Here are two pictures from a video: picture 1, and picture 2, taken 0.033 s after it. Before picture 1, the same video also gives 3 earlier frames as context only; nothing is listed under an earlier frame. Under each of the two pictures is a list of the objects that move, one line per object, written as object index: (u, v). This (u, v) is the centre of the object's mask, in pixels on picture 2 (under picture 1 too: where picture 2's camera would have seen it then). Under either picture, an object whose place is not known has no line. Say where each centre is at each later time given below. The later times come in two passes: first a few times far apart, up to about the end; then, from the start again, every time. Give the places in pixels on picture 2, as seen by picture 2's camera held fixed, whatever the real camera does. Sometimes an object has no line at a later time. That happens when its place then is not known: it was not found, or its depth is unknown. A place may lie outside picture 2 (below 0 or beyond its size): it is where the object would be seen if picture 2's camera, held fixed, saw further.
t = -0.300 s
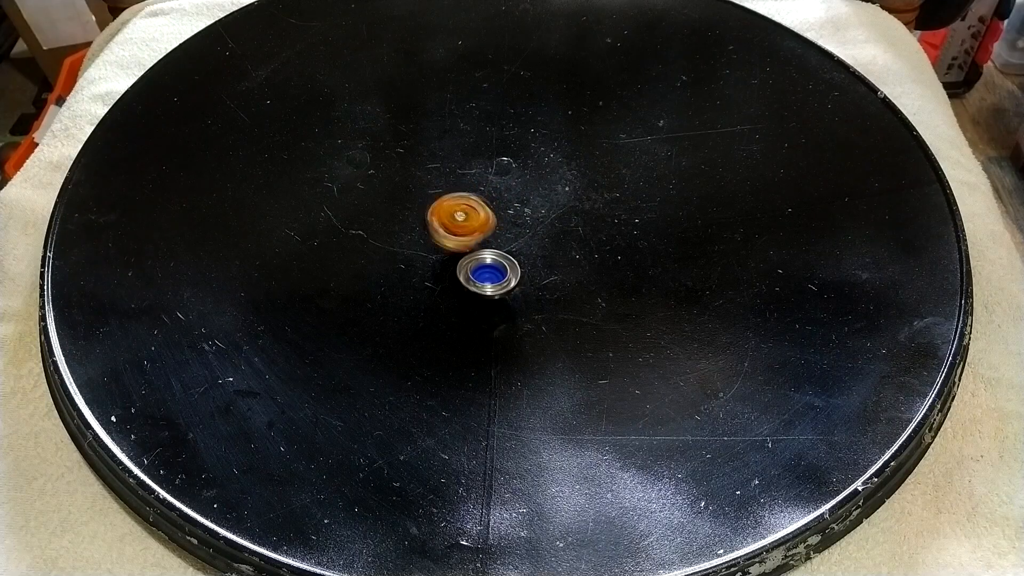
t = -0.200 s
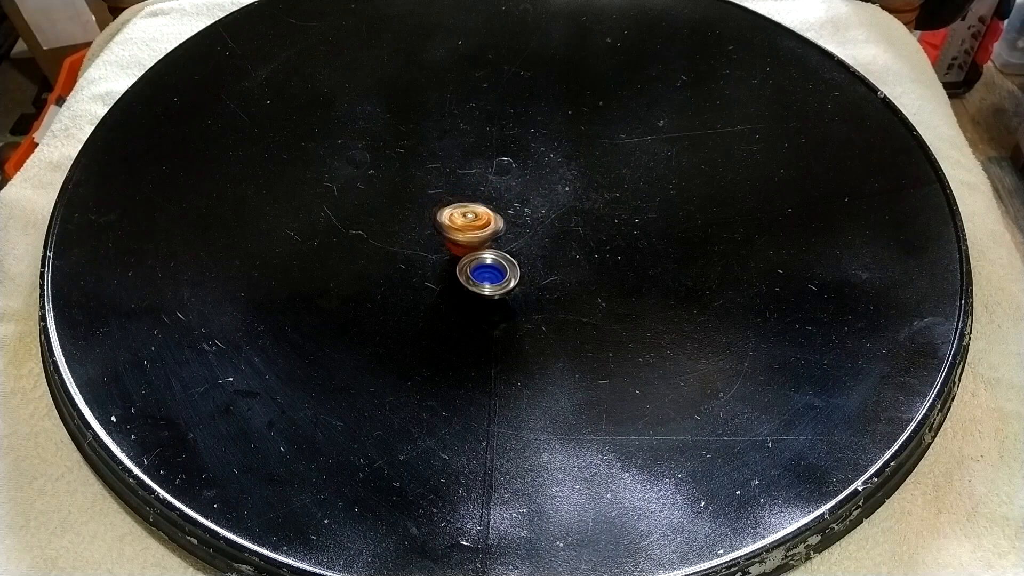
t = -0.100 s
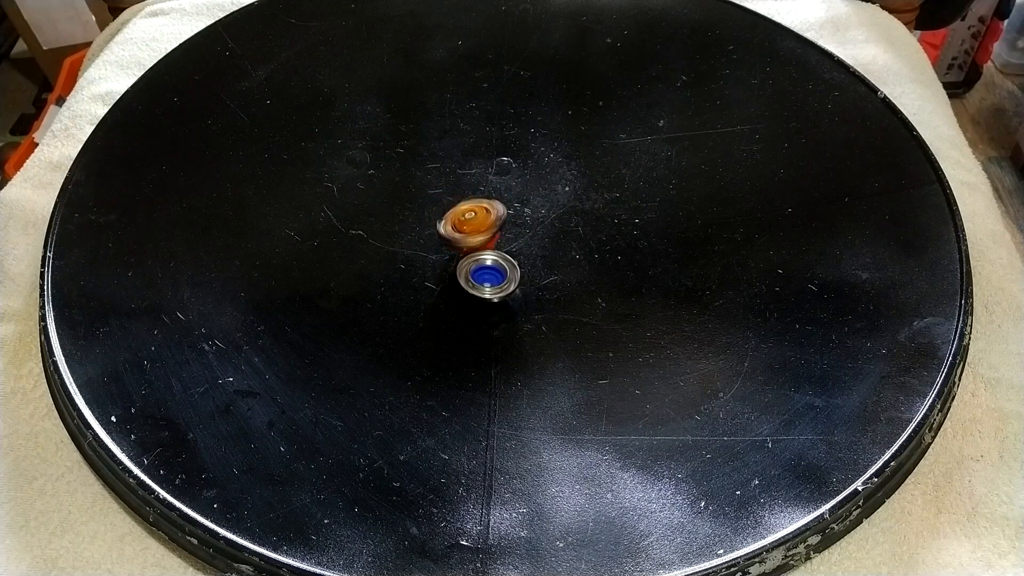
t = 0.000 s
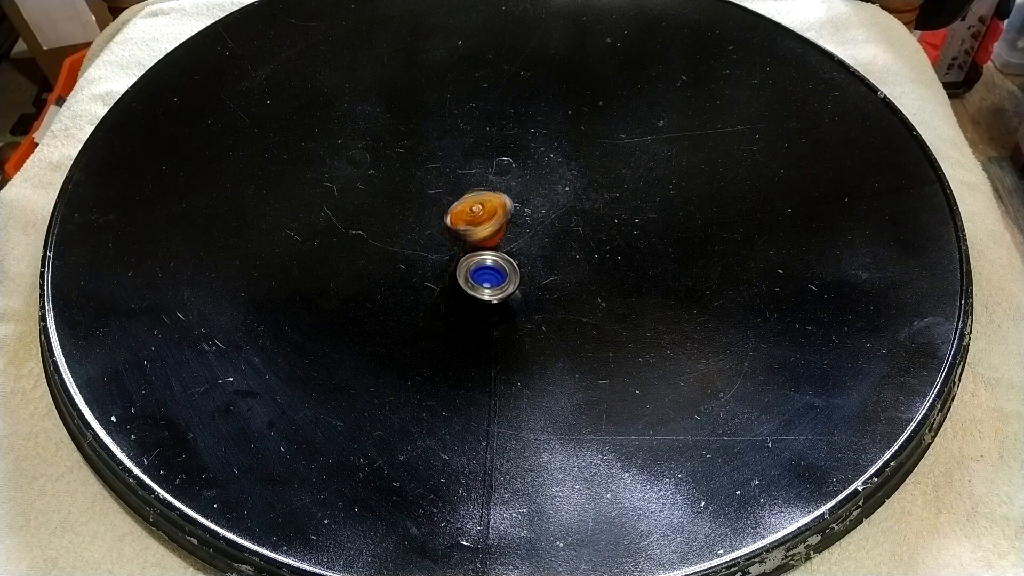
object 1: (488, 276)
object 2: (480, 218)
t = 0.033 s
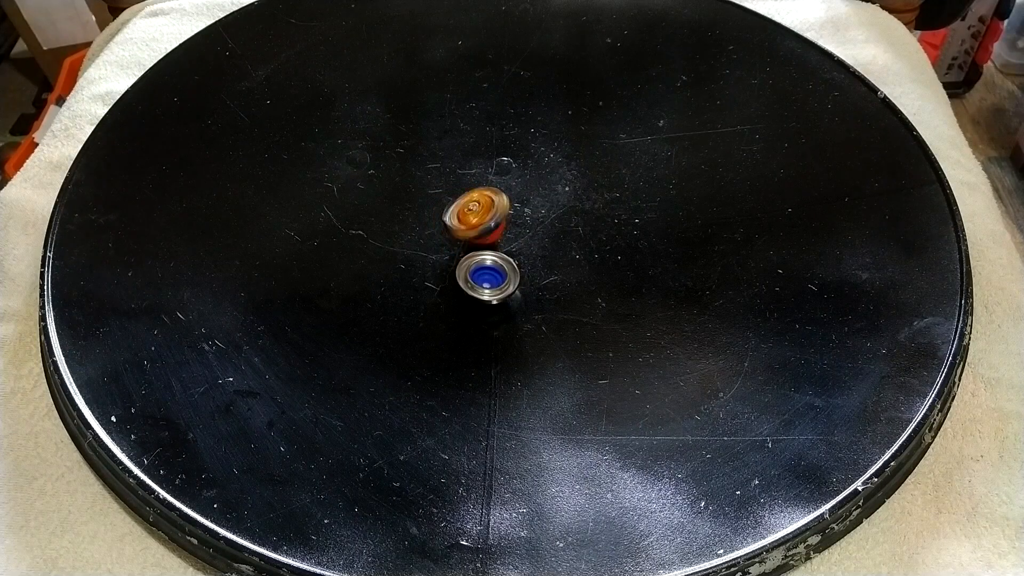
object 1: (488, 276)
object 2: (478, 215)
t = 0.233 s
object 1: (489, 272)
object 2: (470, 209)
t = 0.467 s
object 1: (493, 271)
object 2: (466, 222)
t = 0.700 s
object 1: (497, 276)
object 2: (461, 217)
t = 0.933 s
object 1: (498, 274)
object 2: (460, 221)
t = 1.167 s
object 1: (500, 273)
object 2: (475, 224)
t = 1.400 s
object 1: (500, 275)
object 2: (482, 212)
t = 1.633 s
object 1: (498, 275)
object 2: (480, 215)
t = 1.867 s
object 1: (496, 274)
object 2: (492, 222)
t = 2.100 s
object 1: (492, 273)
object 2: (500, 216)
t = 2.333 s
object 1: (489, 272)
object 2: (502, 220)
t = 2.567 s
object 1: (487, 270)
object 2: (512, 222)
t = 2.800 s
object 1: (487, 267)
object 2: (516, 219)
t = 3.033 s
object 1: (489, 267)
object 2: (504, 205)
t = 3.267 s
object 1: (491, 270)
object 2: (496, 212)
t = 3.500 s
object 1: (491, 272)
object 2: (495, 212)
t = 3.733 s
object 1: (493, 274)
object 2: (498, 214)
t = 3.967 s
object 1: (492, 278)
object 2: (487, 210)
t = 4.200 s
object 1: (489, 273)
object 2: (471, 211)
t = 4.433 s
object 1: (489, 275)
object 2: (475, 229)
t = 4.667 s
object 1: (487, 277)
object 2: (490, 222)
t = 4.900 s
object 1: (490, 276)
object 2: (477, 214)
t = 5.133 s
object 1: (492, 273)
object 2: (475, 212)
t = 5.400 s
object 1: (495, 269)
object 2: (478, 210)
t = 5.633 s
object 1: (494, 267)
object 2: (472, 214)
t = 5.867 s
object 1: (493, 265)
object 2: (468, 216)
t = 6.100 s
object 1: (493, 265)
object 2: (474, 213)
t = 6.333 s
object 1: (491, 266)
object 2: (469, 216)
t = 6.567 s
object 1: (488, 266)
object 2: (471, 214)
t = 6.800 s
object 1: (485, 262)
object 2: (470, 213)
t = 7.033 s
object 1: (486, 256)
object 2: (469, 212)
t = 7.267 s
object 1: (488, 257)
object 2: (471, 210)
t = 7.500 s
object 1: (492, 256)
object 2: (468, 212)
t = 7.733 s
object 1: (494, 255)
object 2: (470, 211)
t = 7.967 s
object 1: (492, 256)
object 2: (468, 213)
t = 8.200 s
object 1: (491, 257)
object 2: (470, 212)
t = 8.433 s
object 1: (489, 256)
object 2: (468, 211)
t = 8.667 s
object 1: (489, 254)
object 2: (468, 210)
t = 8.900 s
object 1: (488, 253)
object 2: (469, 209)
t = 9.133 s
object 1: (487, 254)
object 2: (467, 211)
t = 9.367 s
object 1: (488, 254)
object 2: (469, 210)
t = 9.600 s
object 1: (489, 254)
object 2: (469, 210)
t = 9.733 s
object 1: (487, 255)
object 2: (469, 210)
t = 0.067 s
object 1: (488, 276)
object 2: (476, 212)
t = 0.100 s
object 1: (488, 276)
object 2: (473, 211)
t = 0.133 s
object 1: (488, 275)
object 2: (472, 210)
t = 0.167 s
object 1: (488, 275)
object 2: (472, 210)
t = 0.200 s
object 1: (488, 274)
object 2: (470, 210)
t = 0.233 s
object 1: (489, 272)
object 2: (470, 209)
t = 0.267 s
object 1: (489, 272)
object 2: (468, 210)
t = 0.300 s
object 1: (489, 271)
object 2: (464, 211)
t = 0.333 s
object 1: (490, 271)
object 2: (463, 214)
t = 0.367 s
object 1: (490, 270)
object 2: (463, 217)
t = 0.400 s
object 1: (491, 270)
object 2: (465, 219)
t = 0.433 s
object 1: (492, 269)
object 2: (468, 221)
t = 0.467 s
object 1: (493, 271)
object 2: (466, 222)
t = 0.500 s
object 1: (495, 272)
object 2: (466, 221)
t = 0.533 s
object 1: (495, 273)
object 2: (465, 222)
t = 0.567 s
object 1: (496, 274)
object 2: (466, 221)
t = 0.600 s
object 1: (496, 275)
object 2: (464, 219)
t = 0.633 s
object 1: (497, 276)
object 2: (463, 218)
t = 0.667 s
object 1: (497, 276)
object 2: (462, 217)
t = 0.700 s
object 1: (497, 276)
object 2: (461, 217)
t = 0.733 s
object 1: (497, 276)
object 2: (460, 217)
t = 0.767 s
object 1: (497, 276)
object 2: (459, 216)
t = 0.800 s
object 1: (497, 275)
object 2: (458, 217)
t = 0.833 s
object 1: (497, 275)
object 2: (458, 218)
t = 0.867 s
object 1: (497, 275)
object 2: (459, 219)
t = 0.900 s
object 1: (498, 274)
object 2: (460, 220)
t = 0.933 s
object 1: (498, 274)
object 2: (460, 221)
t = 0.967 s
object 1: (498, 273)
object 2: (461, 222)
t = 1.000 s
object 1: (499, 273)
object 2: (463, 224)
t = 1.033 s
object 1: (499, 273)
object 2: (465, 224)
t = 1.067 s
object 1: (499, 273)
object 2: (468, 225)
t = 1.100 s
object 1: (500, 273)
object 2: (470, 224)
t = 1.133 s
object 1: (500, 273)
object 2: (472, 224)
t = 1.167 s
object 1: (500, 273)
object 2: (475, 224)
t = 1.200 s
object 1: (500, 273)
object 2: (478, 222)
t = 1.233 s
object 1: (500, 274)
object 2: (478, 221)
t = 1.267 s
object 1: (500, 274)
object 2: (479, 218)
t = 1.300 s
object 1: (501, 274)
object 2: (480, 216)
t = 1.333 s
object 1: (501, 274)
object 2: (481, 215)
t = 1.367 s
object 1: (501, 274)
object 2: (482, 213)
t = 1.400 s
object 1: (500, 275)
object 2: (482, 212)
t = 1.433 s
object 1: (500, 275)
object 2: (481, 211)
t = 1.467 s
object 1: (500, 276)
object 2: (480, 211)
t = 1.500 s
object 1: (500, 276)
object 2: (480, 212)
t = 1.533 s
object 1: (499, 276)
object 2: (479, 212)
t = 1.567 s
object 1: (498, 275)
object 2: (479, 213)
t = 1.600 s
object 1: (498, 275)
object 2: (479, 214)
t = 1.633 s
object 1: (498, 275)
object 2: (480, 215)
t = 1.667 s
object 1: (498, 275)
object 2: (481, 217)
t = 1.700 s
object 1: (497, 275)
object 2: (483, 219)
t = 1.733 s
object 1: (497, 274)
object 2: (484, 221)
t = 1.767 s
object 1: (496, 274)
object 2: (486, 222)
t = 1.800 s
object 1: (496, 274)
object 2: (487, 223)
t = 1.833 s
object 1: (496, 274)
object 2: (490, 223)
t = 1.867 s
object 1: (496, 274)
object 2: (492, 222)
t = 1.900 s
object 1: (496, 273)
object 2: (494, 220)
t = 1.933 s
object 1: (495, 273)
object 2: (496, 220)
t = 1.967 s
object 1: (494, 273)
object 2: (498, 219)
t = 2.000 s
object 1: (494, 273)
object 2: (500, 218)
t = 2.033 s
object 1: (493, 273)
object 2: (501, 217)
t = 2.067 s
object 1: (493, 273)
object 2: (501, 216)
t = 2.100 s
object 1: (492, 273)
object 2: (500, 216)
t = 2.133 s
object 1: (492, 273)
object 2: (500, 216)
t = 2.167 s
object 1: (491, 273)
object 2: (500, 216)
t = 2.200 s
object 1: (491, 273)
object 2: (501, 216)
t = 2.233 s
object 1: (491, 273)
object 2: (501, 216)
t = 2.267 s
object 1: (490, 273)
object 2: (502, 216)
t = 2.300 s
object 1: (490, 272)
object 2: (502, 218)
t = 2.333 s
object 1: (489, 272)
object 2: (502, 220)
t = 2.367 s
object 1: (489, 272)
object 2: (503, 221)
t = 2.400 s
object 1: (489, 272)
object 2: (504, 221)
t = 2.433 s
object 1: (489, 271)
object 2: (504, 222)
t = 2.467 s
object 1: (489, 271)
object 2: (506, 222)
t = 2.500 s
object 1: (488, 270)
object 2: (508, 223)
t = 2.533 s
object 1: (488, 270)
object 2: (510, 222)
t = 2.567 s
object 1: (487, 270)
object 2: (512, 222)
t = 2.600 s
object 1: (488, 270)
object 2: (513, 222)
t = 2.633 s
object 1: (487, 270)
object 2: (513, 222)
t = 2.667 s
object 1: (488, 269)
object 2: (514, 221)
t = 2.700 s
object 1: (487, 268)
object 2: (516, 220)
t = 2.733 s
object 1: (487, 268)
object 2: (517, 220)
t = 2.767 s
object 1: (487, 267)
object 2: (516, 219)
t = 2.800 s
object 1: (487, 267)
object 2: (516, 219)
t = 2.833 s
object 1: (487, 267)
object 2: (516, 218)
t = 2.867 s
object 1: (488, 266)
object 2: (515, 216)
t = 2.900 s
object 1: (488, 267)
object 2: (514, 214)
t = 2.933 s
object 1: (488, 267)
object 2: (511, 211)
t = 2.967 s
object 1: (489, 267)
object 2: (507, 209)
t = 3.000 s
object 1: (489, 267)
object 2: (504, 207)
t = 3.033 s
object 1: (489, 267)
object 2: (504, 205)
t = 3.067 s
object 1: (489, 267)
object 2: (502, 206)
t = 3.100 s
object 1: (490, 267)
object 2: (501, 205)
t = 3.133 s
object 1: (490, 266)
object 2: (500, 207)
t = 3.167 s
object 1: (491, 266)
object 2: (498, 208)
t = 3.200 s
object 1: (490, 268)
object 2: (496, 209)
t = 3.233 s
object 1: (491, 269)
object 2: (495, 211)
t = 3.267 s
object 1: (491, 270)
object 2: (496, 212)
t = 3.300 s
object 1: (491, 270)
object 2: (496, 207)
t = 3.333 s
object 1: (491, 271)
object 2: (495, 207)
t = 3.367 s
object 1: (491, 271)
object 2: (495, 207)
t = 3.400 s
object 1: (491, 272)
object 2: (492, 209)
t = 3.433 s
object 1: (491, 272)
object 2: (493, 210)
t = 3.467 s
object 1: (491, 272)
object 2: (493, 211)
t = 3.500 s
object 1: (491, 272)
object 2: (495, 212)
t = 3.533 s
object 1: (492, 272)
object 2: (497, 211)
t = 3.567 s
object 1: (492, 272)
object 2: (496, 211)
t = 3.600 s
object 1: (493, 273)
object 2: (495, 212)
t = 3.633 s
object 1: (492, 273)
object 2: (495, 215)
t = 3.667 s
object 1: (492, 273)
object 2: (495, 217)
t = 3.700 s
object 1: (493, 274)
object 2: (497, 213)
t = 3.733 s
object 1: (493, 274)
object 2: (498, 214)
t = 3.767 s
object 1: (493, 274)
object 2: (498, 215)
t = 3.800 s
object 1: (493, 274)
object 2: (497, 216)
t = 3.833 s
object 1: (493, 274)
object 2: (495, 218)
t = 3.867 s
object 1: (493, 276)
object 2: (494, 217)
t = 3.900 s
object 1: (493, 277)
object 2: (493, 214)
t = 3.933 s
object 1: (492, 278)
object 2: (491, 212)
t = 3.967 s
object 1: (492, 278)
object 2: (487, 210)
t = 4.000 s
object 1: (491, 278)
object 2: (484, 209)
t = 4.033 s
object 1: (490, 276)
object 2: (482, 208)
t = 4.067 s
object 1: (489, 275)
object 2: (479, 206)
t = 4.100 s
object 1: (489, 274)
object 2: (477, 207)
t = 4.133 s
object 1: (489, 274)
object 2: (475, 208)
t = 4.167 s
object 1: (489, 273)
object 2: (473, 209)
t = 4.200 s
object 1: (489, 273)
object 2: (471, 211)
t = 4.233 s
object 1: (489, 273)
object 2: (469, 214)
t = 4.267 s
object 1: (490, 273)
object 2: (468, 218)
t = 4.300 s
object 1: (490, 273)
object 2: (469, 220)
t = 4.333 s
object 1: (489, 273)
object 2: (469, 224)
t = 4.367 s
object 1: (489, 273)
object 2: (474, 222)
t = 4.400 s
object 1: (489, 274)
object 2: (475, 225)
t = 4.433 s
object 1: (489, 275)
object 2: (475, 229)
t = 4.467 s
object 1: (488, 276)
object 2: (477, 230)
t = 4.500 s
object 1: (488, 278)
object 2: (481, 226)
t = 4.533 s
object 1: (488, 278)
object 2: (484, 225)
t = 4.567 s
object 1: (488, 278)
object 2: (486, 225)
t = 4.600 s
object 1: (487, 278)
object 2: (487, 225)
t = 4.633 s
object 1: (487, 278)
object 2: (490, 223)
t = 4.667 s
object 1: (487, 277)
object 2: (490, 222)
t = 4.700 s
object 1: (487, 277)
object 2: (489, 222)
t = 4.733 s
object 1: (487, 277)
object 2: (487, 220)
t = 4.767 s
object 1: (488, 277)
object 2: (485, 219)
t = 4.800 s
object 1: (489, 277)
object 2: (481, 219)
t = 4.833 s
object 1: (489, 276)
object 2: (477, 217)
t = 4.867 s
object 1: (489, 276)
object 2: (475, 215)
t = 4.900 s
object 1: (490, 276)
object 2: (477, 214)
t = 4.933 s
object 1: (491, 275)
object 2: (475, 213)
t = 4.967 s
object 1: (491, 275)
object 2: (474, 212)
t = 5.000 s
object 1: (491, 275)
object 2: (474, 211)
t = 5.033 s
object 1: (491, 274)
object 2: (474, 212)
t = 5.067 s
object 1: (492, 274)
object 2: (474, 212)
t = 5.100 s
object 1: (492, 273)
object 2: (474, 212)
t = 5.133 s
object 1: (492, 273)
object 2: (475, 212)
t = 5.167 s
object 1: (493, 272)
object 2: (476, 212)
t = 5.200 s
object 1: (493, 271)
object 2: (478, 212)
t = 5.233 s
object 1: (493, 271)
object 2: (479, 211)
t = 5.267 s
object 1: (494, 271)
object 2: (479, 211)
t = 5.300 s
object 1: (494, 270)
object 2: (480, 211)
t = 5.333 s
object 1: (494, 270)
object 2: (479, 210)
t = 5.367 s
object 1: (494, 270)
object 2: (479, 211)
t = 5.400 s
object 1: (495, 269)
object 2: (478, 210)
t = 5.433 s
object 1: (495, 269)
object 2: (477, 210)
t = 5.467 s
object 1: (494, 269)
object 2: (477, 211)
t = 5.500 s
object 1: (494, 269)
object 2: (476, 212)
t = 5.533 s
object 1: (494, 268)
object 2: (475, 212)
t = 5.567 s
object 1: (494, 268)
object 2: (474, 213)
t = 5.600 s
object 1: (494, 267)
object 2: (473, 213)
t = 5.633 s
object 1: (494, 267)
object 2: (472, 214)
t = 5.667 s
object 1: (494, 266)
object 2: (471, 216)
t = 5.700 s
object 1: (493, 266)
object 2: (469, 216)
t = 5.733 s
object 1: (493, 266)
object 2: (468, 217)
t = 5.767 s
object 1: (493, 265)
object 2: (467, 217)
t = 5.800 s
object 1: (493, 265)
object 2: (467, 217)
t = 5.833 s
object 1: (493, 265)
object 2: (467, 217)
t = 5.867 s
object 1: (493, 265)
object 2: (468, 216)
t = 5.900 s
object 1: (493, 264)
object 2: (469, 215)
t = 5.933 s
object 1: (493, 264)
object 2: (471, 215)
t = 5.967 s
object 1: (493, 264)
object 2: (472, 214)
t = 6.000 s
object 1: (494, 264)
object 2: (473, 213)
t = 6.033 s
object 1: (493, 265)
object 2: (473, 213)
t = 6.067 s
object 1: (493, 265)
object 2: (473, 213)
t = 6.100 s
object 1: (493, 265)
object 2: (474, 213)
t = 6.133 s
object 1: (493, 265)
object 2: (474, 213)
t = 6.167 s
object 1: (492, 265)
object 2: (473, 213)
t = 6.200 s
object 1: (492, 265)
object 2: (473, 213)
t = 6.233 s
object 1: (492, 265)
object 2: (473, 214)
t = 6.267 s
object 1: (492, 265)
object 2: (472, 214)
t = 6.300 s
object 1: (491, 266)
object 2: (471, 215)
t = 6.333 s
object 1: (491, 266)
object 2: (469, 216)
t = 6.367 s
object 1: (491, 266)
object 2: (467, 216)
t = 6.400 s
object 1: (490, 266)
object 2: (467, 216)
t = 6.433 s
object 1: (491, 266)
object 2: (467, 216)
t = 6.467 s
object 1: (490, 266)
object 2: (468, 216)
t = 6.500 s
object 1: (489, 266)
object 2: (469, 216)
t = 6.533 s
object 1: (489, 266)
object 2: (471, 215)
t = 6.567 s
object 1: (488, 266)
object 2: (471, 214)
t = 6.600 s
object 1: (487, 265)
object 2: (472, 213)
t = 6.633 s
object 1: (487, 265)
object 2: (473, 213)
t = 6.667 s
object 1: (486, 264)
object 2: (473, 213)
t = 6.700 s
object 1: (486, 263)
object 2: (473, 212)
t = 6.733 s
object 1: (485, 263)
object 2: (472, 212)
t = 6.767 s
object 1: (486, 263)
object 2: (472, 213)
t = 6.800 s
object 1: (485, 262)
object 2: (470, 213)
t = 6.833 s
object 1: (485, 261)
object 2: (469, 213)
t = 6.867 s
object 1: (485, 261)
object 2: (467, 214)
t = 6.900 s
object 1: (486, 260)
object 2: (467, 214)
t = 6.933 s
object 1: (485, 259)
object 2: (466, 213)
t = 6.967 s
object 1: (485, 259)
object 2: (467, 213)
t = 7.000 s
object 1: (486, 257)
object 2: (468, 212)
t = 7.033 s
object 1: (486, 256)
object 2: (469, 212)
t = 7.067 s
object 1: (486, 256)
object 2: (470, 211)
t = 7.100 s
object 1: (487, 256)
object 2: (471, 210)
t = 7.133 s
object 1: (487, 256)
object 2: (471, 210)
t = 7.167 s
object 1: (488, 257)
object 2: (471, 210)
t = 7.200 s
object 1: (489, 257)
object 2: (471, 210)
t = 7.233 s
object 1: (489, 257)
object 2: (471, 210)
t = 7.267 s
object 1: (488, 257)
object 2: (471, 210)
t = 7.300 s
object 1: (489, 257)
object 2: (470, 211)
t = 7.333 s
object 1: (489, 256)
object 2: (468, 211)
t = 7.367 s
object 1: (490, 256)
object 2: (467, 212)
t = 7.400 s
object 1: (490, 256)
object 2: (466, 212)
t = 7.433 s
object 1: (491, 256)
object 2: (466, 212)
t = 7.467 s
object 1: (491, 256)
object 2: (466, 212)
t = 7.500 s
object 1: (492, 256)
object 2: (468, 212)
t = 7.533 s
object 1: (492, 255)
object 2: (468, 212)
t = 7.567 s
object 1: (492, 255)
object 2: (469, 211)
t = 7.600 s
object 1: (493, 255)
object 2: (470, 211)
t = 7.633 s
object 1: (493, 255)
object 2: (470, 211)
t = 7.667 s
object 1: (493, 255)
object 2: (470, 210)
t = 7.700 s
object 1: (494, 255)
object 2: (471, 211)
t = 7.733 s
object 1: (494, 255)
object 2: (470, 211)
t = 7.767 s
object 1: (494, 256)
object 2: (469, 212)
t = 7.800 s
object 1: (494, 256)
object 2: (469, 212)
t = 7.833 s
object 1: (493, 256)
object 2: (468, 213)
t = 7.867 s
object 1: (493, 256)
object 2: (467, 213)
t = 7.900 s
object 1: (492, 256)
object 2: (467, 213)
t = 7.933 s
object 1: (492, 256)
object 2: (467, 213)
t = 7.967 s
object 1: (492, 256)
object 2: (468, 213)
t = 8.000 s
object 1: (492, 257)
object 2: (468, 213)
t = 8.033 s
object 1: (492, 257)
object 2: (469, 212)
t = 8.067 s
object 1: (491, 257)
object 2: (469, 212)
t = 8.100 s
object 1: (492, 257)
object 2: (470, 212)
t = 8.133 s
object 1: (491, 257)
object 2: (470, 211)
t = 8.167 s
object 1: (491, 257)
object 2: (470, 211)
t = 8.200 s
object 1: (491, 257)
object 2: (470, 212)
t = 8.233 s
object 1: (491, 257)
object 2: (470, 212)
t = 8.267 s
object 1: (489, 257)
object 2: (467, 212)
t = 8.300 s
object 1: (489, 256)
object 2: (468, 212)
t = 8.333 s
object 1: (489, 256)
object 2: (468, 212)
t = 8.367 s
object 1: (489, 256)
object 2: (468, 211)
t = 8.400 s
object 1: (489, 256)
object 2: (468, 211)
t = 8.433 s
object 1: (489, 256)
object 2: (468, 211)
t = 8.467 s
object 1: (489, 256)
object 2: (468, 211)
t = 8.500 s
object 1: (489, 255)
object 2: (468, 211)
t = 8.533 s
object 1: (488, 255)
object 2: (468, 211)
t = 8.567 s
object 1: (488, 254)
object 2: (468, 210)
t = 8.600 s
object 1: (489, 254)
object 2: (468, 210)
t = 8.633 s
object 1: (489, 253)
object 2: (468, 210)
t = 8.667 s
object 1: (489, 254)
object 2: (468, 210)
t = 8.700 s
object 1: (489, 253)
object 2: (469, 210)
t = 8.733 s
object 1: (489, 253)
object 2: (469, 210)
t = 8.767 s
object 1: (489, 253)
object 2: (469, 210)
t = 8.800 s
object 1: (489, 253)
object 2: (468, 210)
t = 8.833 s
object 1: (488, 253)
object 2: (469, 210)
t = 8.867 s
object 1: (488, 253)
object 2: (469, 209)
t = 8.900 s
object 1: (488, 253)
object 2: (469, 209)
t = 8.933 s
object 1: (487, 253)
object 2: (469, 209)
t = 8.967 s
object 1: (488, 253)
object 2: (469, 209)
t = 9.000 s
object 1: (487, 253)
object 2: (469, 209)
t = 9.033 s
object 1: (487, 254)
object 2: (469, 210)
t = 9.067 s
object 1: (487, 254)
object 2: (468, 210)
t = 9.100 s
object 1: (487, 254)
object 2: (467, 210)
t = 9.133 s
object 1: (487, 254)
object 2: (467, 211)
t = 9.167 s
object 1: (487, 254)
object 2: (467, 211)
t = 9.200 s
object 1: (487, 255)
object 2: (467, 211)
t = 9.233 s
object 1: (488, 254)
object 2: (468, 211)
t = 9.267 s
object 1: (488, 254)
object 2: (468, 210)
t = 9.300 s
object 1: (488, 254)
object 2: (469, 211)
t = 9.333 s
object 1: (488, 254)
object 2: (469, 210)
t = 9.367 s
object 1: (488, 254)
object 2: (469, 210)
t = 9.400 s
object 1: (488, 254)
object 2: (469, 210)
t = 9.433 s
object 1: (489, 254)
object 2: (469, 210)
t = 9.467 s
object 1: (488, 254)
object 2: (469, 210)
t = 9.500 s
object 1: (489, 254)
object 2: (469, 210)
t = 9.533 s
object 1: (489, 254)
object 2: (469, 210)
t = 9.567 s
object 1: (489, 254)
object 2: (469, 210)
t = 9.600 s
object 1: (489, 254)
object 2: (469, 210)
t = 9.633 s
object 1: (488, 255)
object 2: (469, 210)
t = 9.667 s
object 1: (488, 255)
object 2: (469, 210)
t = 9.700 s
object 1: (487, 255)
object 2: (469, 210)
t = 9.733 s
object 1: (487, 255)
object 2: (469, 210)
